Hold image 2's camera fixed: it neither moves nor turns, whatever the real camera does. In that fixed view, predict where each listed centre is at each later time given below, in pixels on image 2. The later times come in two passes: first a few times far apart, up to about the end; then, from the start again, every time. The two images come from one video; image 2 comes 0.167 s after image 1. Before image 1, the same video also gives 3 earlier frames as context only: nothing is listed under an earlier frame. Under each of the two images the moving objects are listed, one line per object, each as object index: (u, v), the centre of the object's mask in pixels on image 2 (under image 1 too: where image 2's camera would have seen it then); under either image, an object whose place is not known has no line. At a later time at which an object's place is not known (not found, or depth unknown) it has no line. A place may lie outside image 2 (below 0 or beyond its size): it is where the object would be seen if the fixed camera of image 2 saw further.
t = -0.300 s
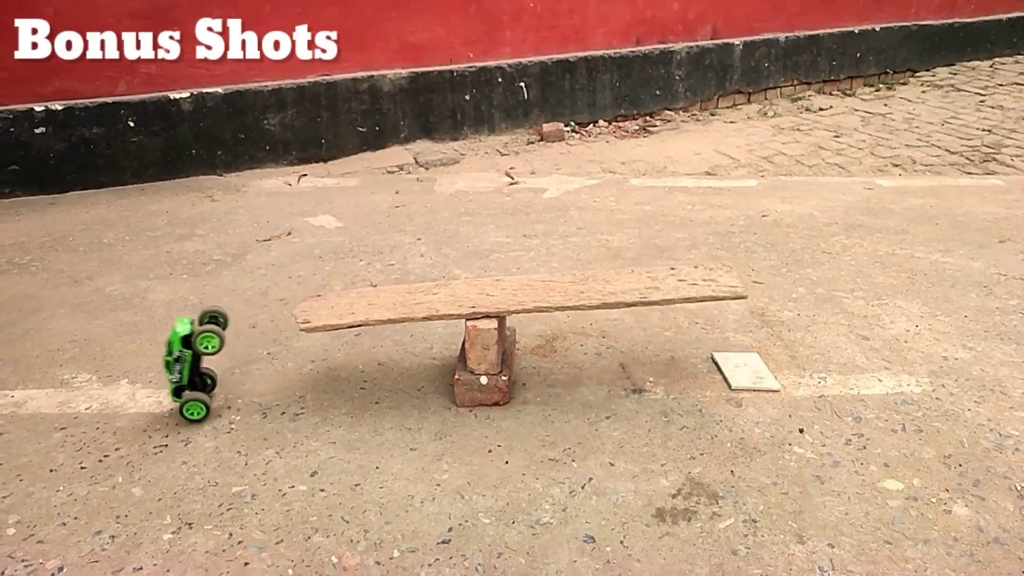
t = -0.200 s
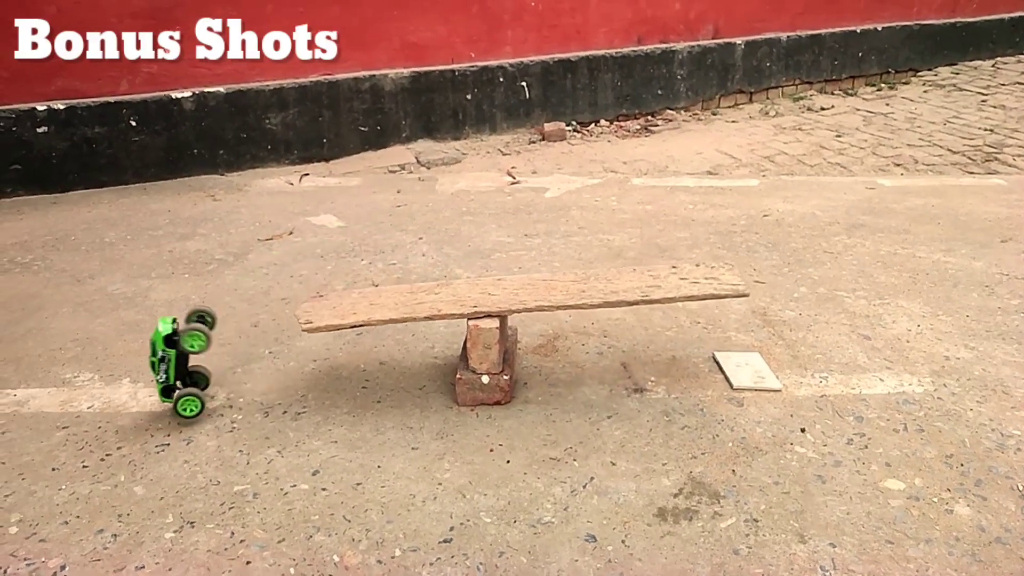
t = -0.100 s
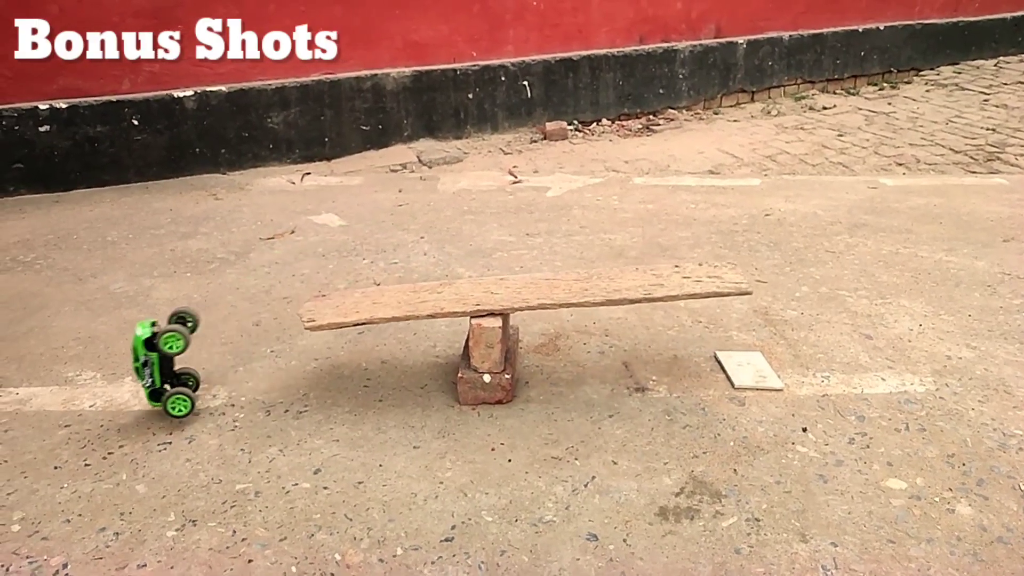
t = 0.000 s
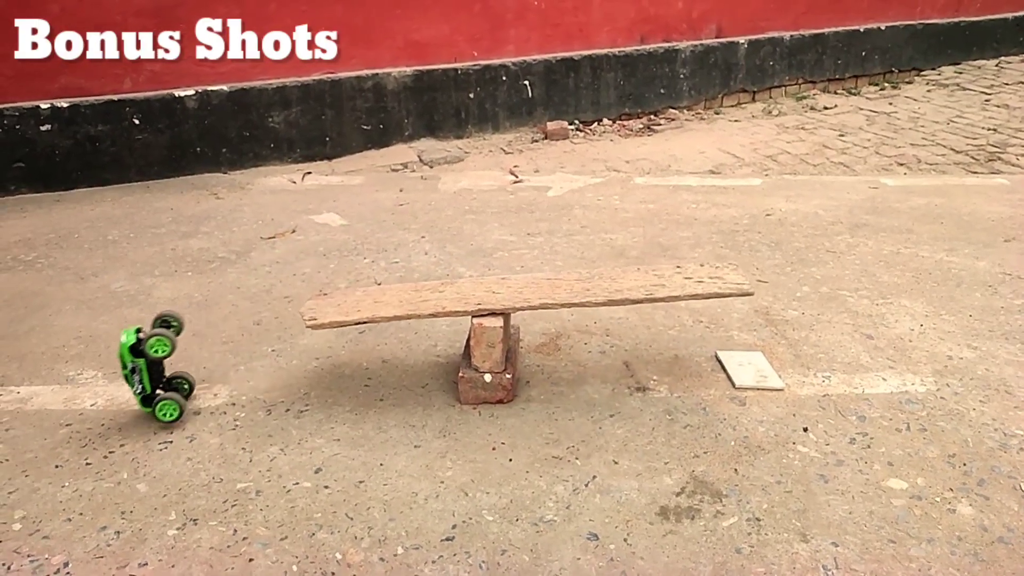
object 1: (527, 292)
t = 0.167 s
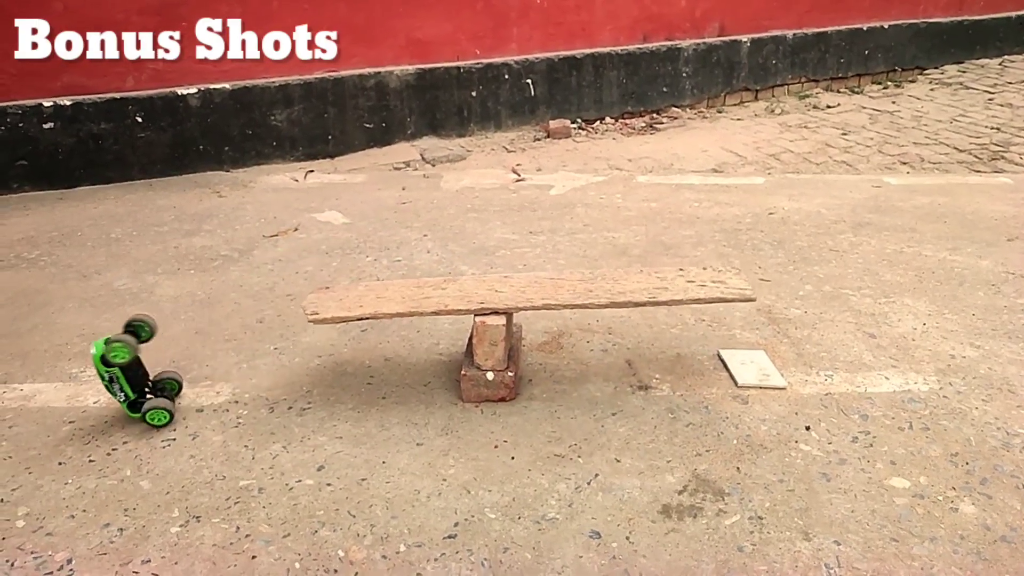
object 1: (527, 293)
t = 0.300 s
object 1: (526, 294)
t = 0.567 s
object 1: (525, 296)
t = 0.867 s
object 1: (523, 297)
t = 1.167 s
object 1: (518, 298)
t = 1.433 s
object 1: (526, 300)
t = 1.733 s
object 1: (526, 301)
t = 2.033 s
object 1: (527, 302)
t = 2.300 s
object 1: (525, 301)
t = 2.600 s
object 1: (530, 303)
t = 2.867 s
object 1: (533, 304)
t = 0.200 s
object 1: (527, 294)
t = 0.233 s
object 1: (526, 294)
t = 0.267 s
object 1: (526, 294)
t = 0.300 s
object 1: (526, 294)
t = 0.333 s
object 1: (526, 295)
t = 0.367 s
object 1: (526, 295)
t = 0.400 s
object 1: (526, 295)
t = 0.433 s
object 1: (526, 295)
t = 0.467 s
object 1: (526, 295)
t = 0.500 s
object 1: (525, 296)
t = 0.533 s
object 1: (525, 296)
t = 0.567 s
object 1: (525, 296)
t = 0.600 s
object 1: (525, 296)
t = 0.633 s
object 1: (525, 296)
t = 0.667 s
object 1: (524, 297)
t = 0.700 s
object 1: (523, 297)
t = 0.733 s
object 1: (523, 297)
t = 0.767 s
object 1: (525, 297)
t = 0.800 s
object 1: (525, 297)
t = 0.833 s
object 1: (524, 297)
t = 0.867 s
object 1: (523, 297)
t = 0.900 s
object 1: (522, 297)
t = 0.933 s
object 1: (521, 297)
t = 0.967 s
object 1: (523, 298)
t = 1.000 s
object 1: (523, 298)
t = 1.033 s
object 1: (521, 298)
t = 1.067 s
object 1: (520, 297)
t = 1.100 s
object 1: (519, 297)
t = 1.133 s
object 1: (518, 297)
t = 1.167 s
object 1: (518, 298)
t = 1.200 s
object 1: (517, 296)
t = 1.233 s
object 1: (517, 298)
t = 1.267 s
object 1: (520, 298)
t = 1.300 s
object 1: (519, 298)
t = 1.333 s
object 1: (522, 299)
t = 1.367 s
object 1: (523, 299)
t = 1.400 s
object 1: (527, 300)
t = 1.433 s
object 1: (526, 300)
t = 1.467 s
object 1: (528, 301)
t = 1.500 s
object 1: (529, 301)
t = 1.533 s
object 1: (530, 301)
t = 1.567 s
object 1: (529, 301)
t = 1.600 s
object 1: (527, 301)
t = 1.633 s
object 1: (527, 301)
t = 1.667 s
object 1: (527, 301)
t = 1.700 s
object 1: (525, 301)
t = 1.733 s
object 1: (526, 301)
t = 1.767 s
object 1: (526, 301)
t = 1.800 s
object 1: (526, 301)
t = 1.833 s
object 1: (525, 301)
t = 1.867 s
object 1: (524, 301)
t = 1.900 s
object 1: (525, 301)
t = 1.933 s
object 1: (527, 302)
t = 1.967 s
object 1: (527, 302)
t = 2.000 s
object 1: (527, 302)
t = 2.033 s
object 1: (527, 302)
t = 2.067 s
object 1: (527, 302)
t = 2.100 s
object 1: (527, 302)
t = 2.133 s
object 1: (526, 301)
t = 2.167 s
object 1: (526, 301)
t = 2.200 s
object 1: (526, 301)
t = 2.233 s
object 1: (526, 301)
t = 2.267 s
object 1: (525, 301)
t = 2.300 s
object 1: (525, 301)
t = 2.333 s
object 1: (525, 301)
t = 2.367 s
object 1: (525, 301)
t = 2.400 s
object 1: (528, 302)
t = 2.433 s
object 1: (527, 302)
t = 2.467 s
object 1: (527, 302)
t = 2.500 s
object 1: (526, 302)
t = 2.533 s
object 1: (528, 302)
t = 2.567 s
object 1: (528, 303)
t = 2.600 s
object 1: (530, 303)
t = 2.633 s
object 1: (529, 303)
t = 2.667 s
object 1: (532, 303)
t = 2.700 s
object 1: (532, 304)
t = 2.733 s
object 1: (532, 304)
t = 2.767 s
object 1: (532, 304)
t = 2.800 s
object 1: (533, 304)
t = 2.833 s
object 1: (535, 304)
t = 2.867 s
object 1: (533, 304)
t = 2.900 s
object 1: (537, 305)
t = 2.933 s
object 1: (535, 305)
